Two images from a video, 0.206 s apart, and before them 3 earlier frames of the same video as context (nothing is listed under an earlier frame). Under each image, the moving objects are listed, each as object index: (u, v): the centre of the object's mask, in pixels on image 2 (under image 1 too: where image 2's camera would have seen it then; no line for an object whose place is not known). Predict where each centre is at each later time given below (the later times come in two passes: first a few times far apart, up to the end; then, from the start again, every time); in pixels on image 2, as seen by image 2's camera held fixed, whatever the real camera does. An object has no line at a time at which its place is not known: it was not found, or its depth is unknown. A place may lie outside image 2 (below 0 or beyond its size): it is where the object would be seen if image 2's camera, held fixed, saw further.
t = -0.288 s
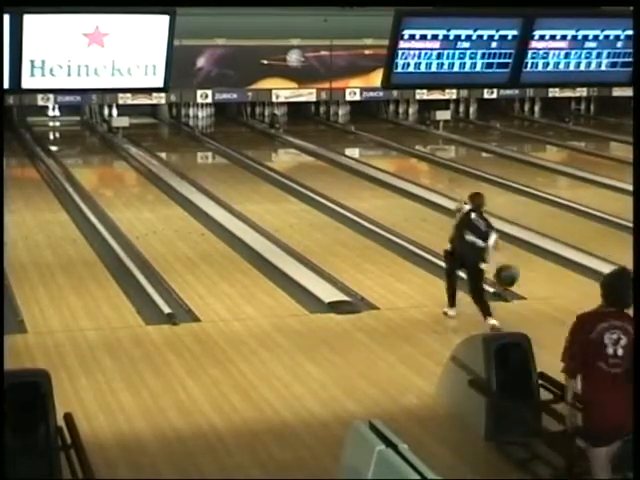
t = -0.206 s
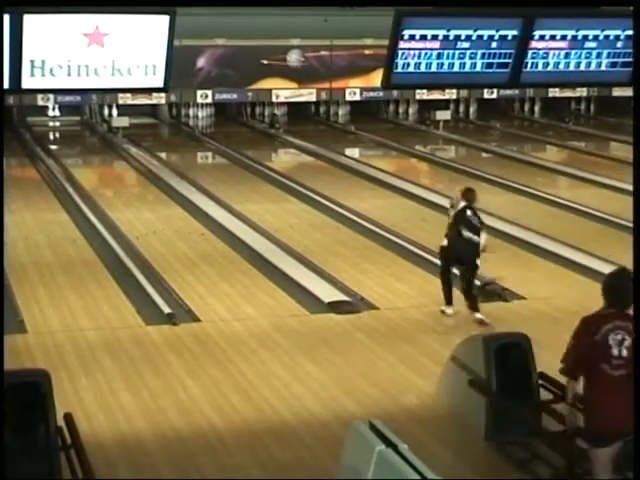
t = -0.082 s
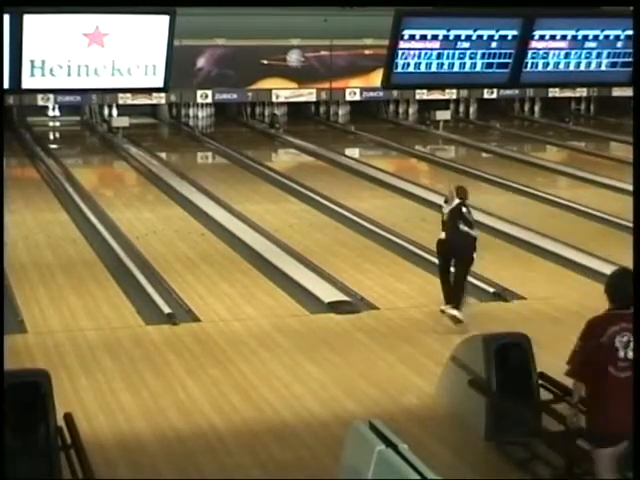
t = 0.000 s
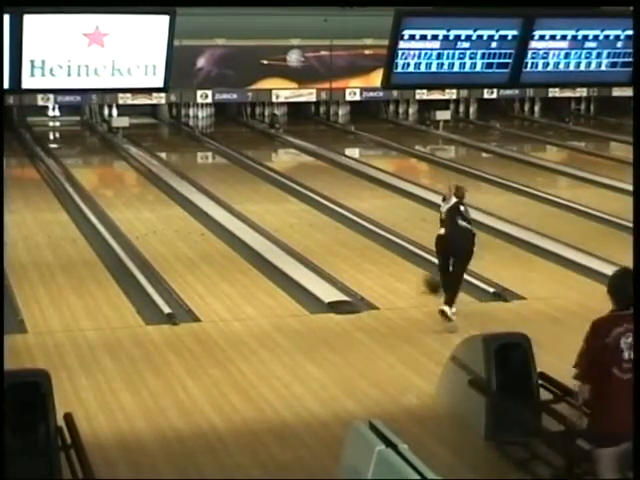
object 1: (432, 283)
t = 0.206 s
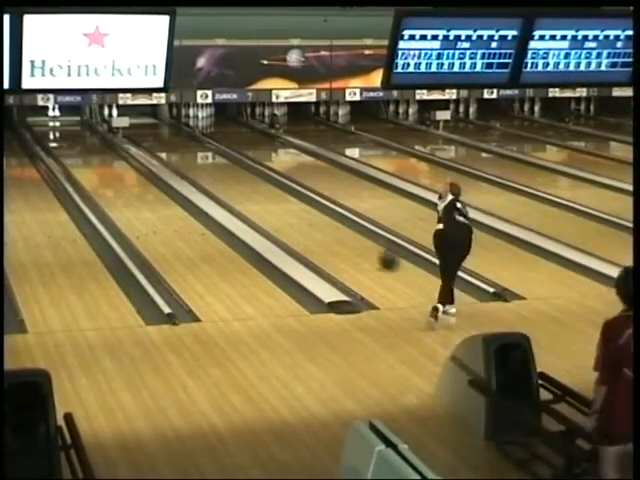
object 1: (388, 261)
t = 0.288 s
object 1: (372, 251)
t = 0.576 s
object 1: (322, 225)
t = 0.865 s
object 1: (280, 203)
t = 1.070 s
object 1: (256, 190)
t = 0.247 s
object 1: (380, 256)
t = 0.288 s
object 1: (372, 251)
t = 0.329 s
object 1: (364, 247)
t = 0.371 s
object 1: (357, 243)
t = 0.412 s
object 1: (349, 239)
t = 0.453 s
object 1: (342, 236)
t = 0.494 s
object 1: (335, 232)
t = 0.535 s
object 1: (329, 228)
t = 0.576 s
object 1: (322, 225)
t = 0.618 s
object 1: (316, 221)
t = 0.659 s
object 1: (309, 218)
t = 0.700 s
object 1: (303, 215)
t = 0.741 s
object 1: (297, 212)
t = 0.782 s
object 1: (291, 209)
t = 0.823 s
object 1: (285, 206)
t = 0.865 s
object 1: (280, 203)
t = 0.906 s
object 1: (275, 200)
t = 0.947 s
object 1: (270, 198)
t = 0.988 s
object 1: (265, 195)
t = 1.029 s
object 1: (260, 193)
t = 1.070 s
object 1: (256, 190)
